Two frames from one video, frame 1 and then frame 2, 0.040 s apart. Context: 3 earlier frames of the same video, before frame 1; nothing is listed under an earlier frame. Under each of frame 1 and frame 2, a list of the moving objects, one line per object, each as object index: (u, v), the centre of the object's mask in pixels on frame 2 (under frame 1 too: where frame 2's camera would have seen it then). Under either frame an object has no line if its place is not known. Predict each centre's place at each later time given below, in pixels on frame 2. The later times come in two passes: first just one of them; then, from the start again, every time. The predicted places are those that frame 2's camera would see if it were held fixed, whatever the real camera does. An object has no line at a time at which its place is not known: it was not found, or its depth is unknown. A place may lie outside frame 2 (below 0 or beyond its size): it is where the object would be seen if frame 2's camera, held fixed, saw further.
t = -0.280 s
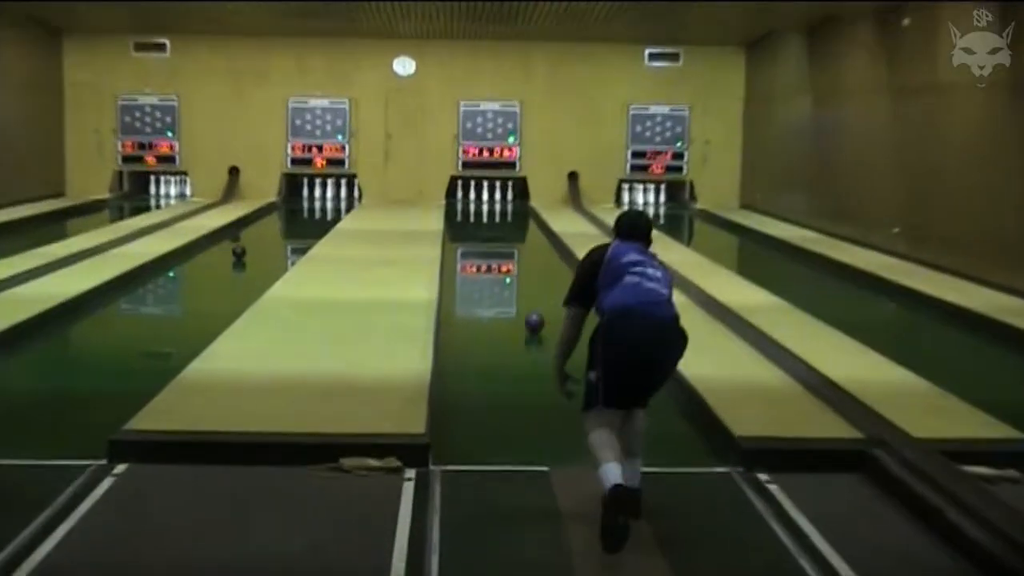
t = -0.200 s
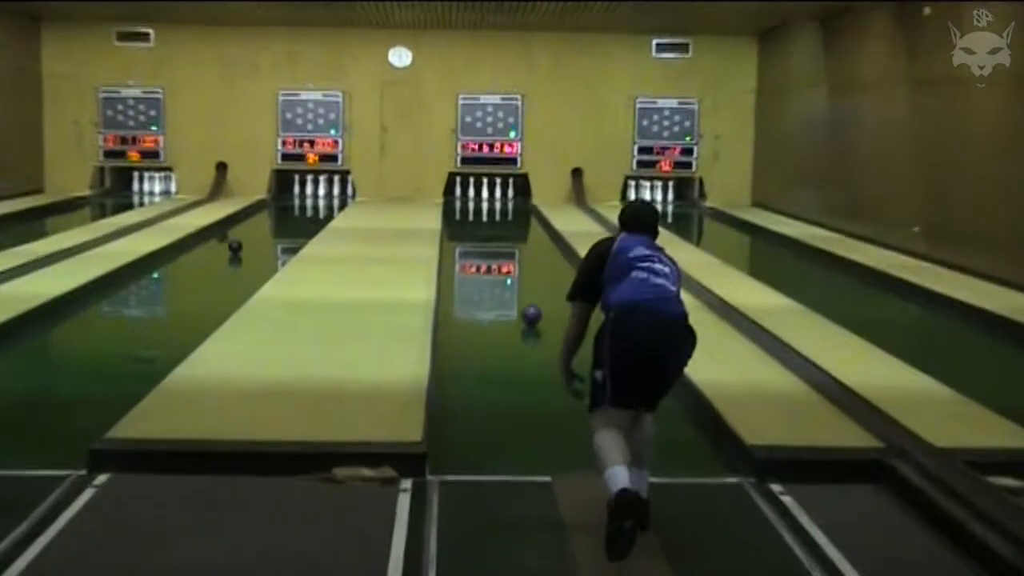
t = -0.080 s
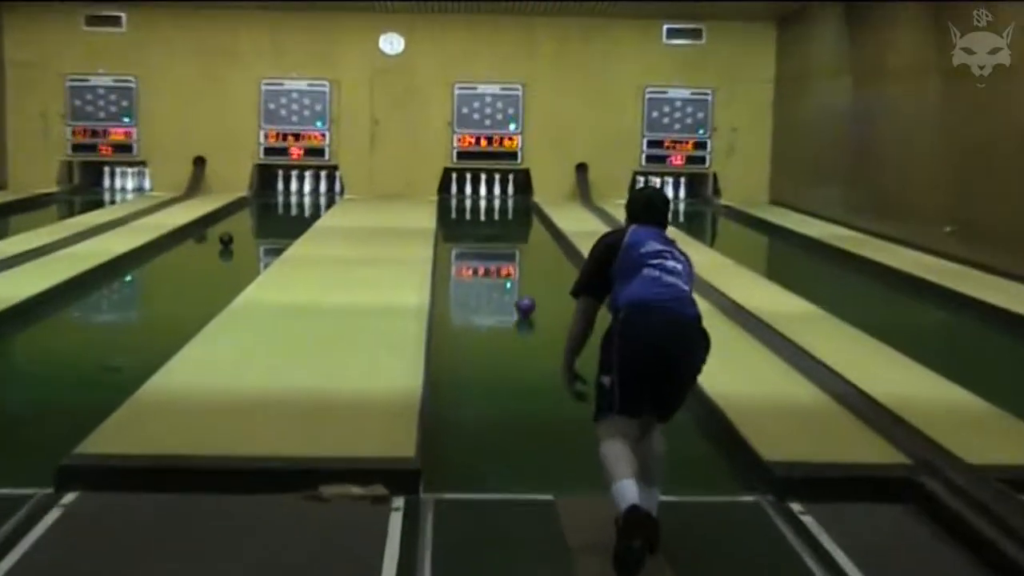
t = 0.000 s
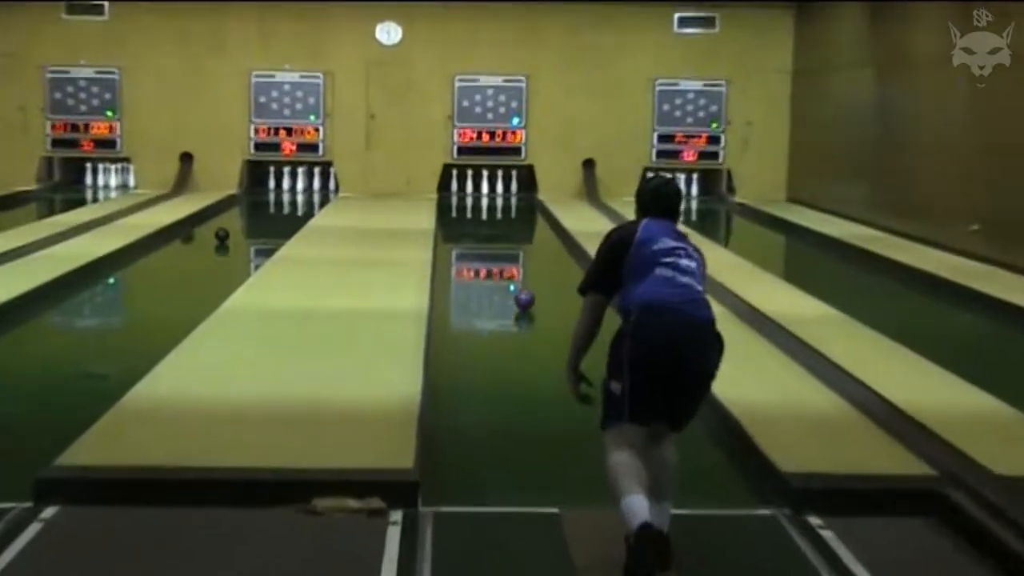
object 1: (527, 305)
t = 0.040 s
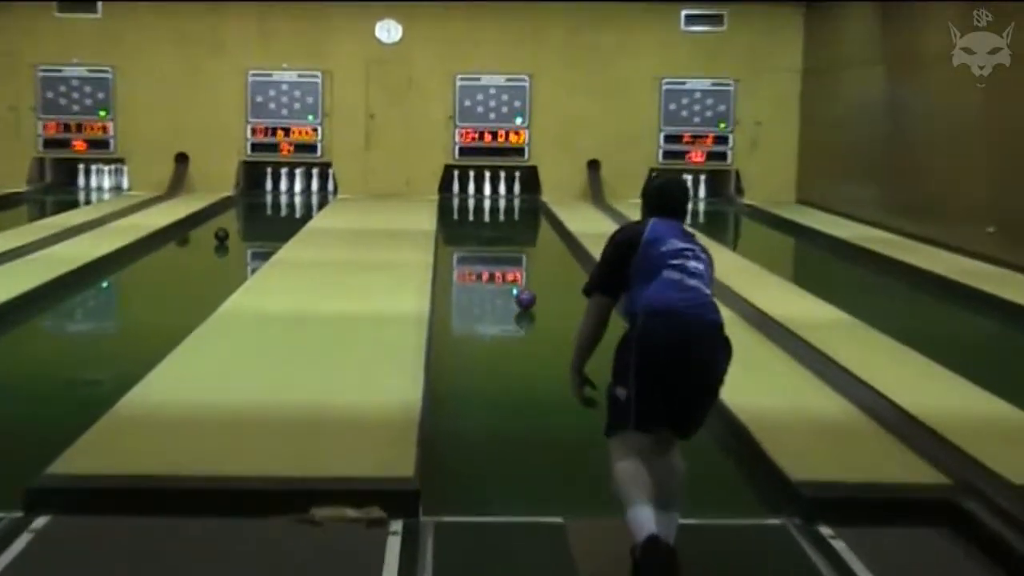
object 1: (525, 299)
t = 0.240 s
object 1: (517, 281)
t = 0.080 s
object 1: (523, 296)
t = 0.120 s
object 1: (522, 293)
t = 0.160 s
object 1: (521, 288)
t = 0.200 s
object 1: (520, 284)
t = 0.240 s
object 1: (517, 281)
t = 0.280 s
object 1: (516, 277)
